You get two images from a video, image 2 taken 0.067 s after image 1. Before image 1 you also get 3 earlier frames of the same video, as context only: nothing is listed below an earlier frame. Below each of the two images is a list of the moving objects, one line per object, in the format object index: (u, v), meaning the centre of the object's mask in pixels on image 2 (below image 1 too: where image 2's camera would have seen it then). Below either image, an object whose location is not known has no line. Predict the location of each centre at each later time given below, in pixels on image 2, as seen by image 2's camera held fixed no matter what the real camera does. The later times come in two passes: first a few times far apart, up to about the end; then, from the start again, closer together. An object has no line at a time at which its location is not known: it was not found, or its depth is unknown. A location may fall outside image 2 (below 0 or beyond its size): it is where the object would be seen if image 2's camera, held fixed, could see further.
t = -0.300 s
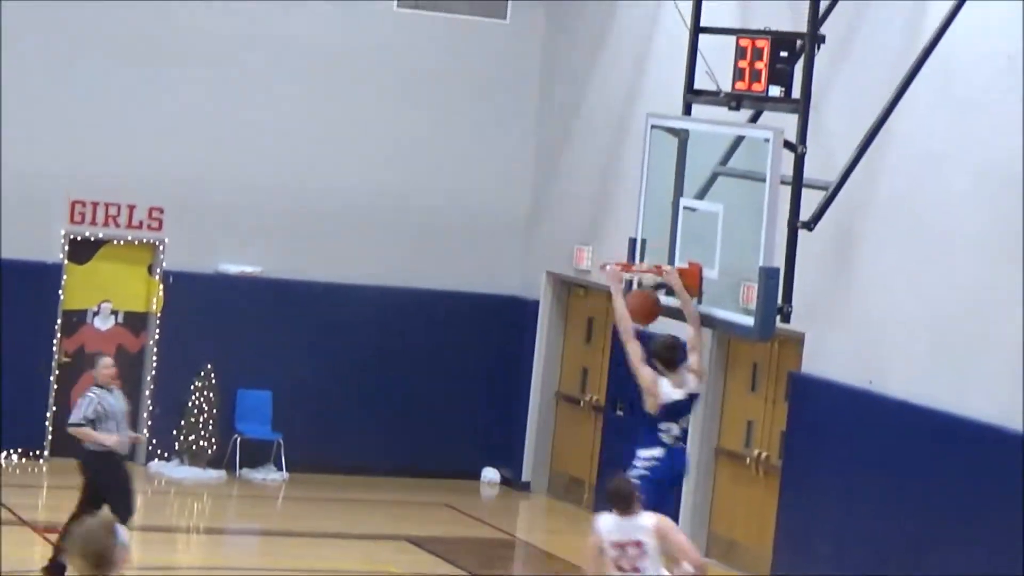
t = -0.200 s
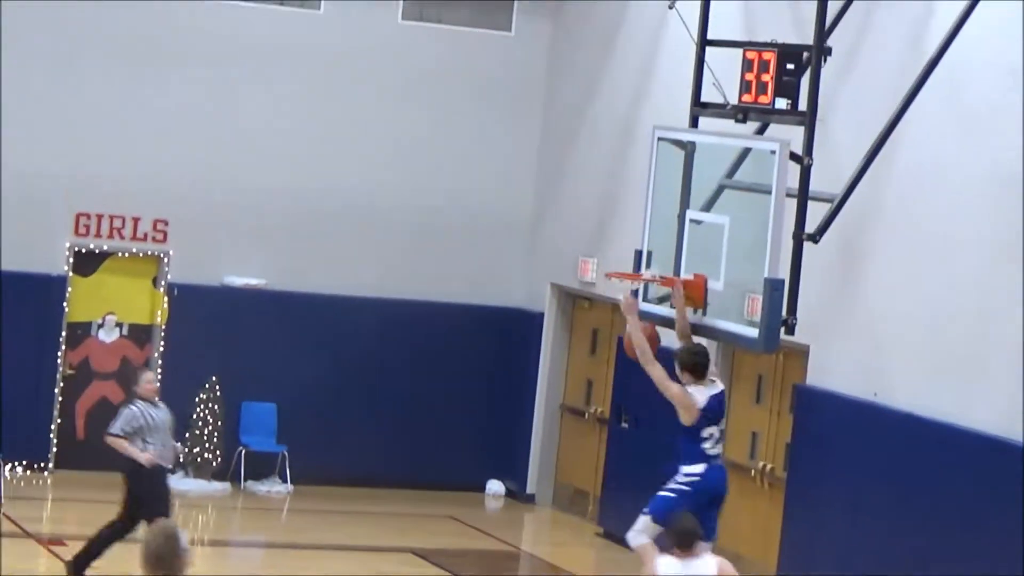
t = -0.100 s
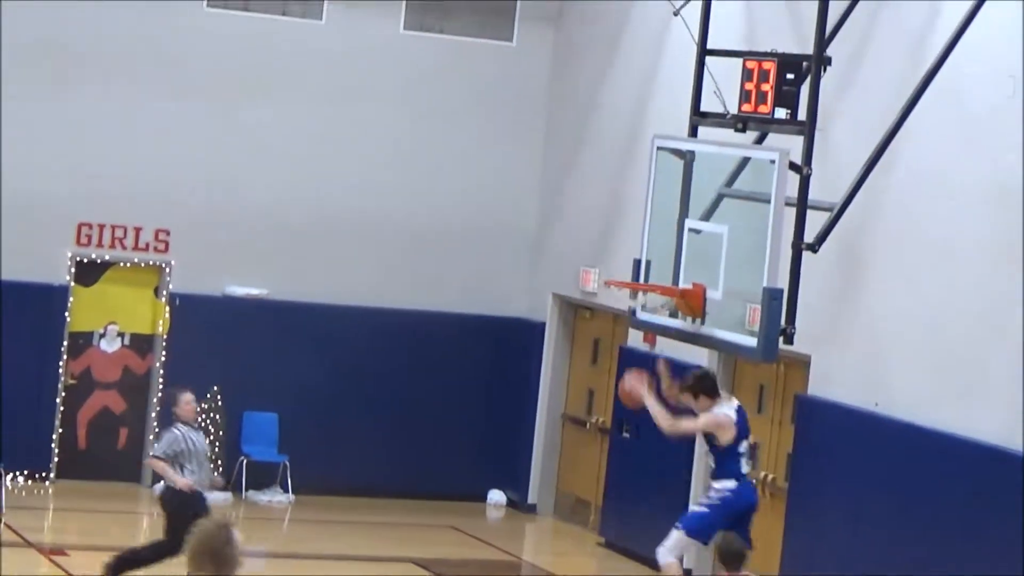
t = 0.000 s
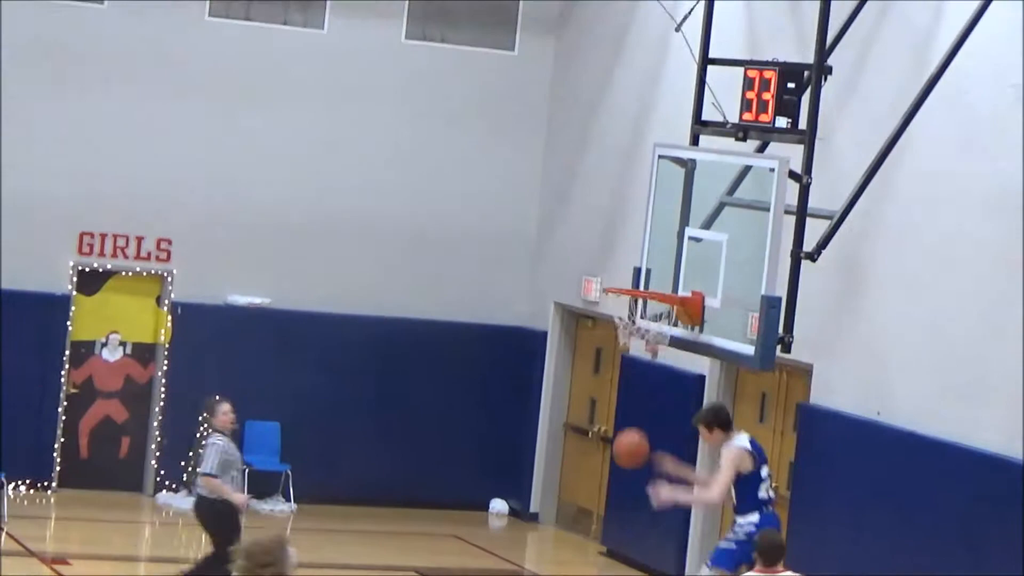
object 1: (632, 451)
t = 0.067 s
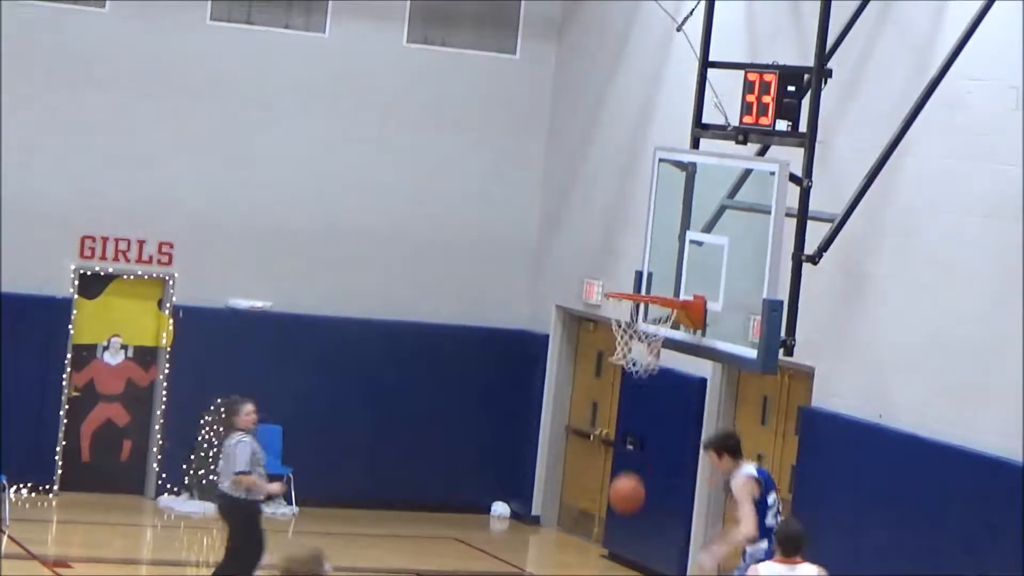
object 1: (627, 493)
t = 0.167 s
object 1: (617, 565)
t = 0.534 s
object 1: (606, 590)
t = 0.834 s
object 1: (609, 483)
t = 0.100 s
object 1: (624, 516)
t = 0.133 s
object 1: (621, 539)
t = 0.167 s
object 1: (617, 565)
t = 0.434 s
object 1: (602, 645)
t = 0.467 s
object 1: (603, 628)
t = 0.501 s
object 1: (606, 607)
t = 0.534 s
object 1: (606, 590)
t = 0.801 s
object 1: (610, 488)
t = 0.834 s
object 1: (609, 483)
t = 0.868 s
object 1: (608, 480)
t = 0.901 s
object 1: (608, 477)
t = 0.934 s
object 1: (607, 477)
